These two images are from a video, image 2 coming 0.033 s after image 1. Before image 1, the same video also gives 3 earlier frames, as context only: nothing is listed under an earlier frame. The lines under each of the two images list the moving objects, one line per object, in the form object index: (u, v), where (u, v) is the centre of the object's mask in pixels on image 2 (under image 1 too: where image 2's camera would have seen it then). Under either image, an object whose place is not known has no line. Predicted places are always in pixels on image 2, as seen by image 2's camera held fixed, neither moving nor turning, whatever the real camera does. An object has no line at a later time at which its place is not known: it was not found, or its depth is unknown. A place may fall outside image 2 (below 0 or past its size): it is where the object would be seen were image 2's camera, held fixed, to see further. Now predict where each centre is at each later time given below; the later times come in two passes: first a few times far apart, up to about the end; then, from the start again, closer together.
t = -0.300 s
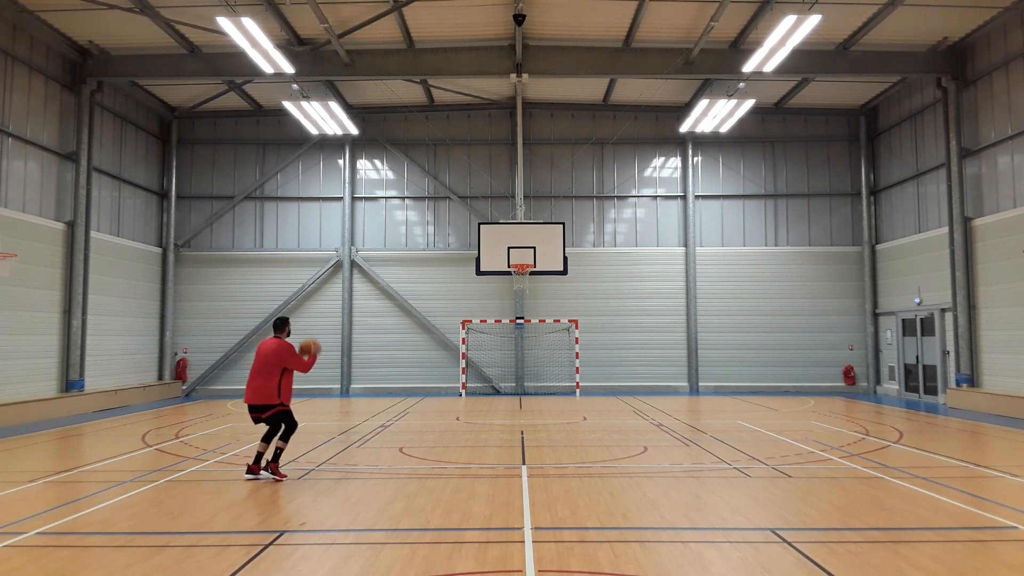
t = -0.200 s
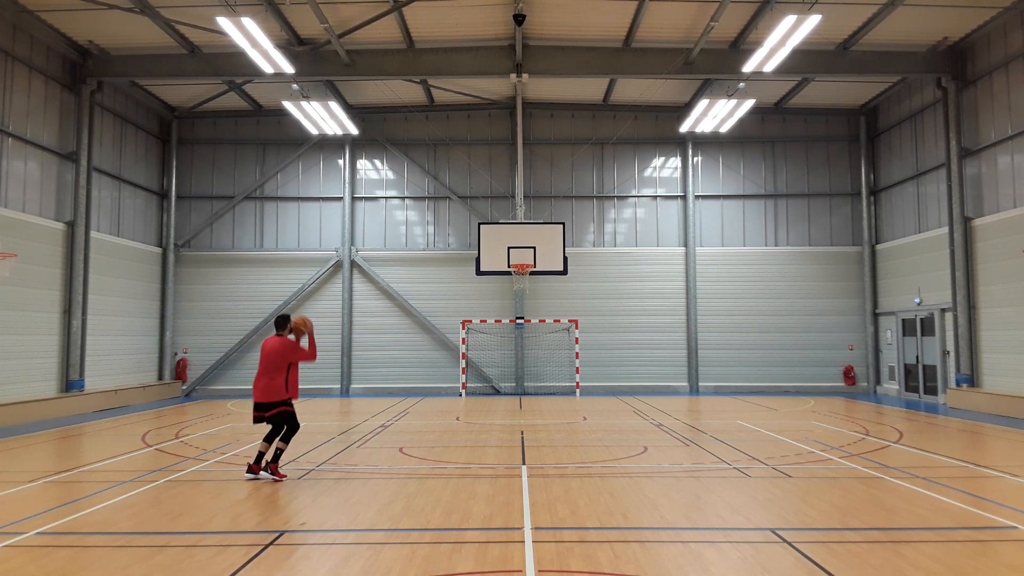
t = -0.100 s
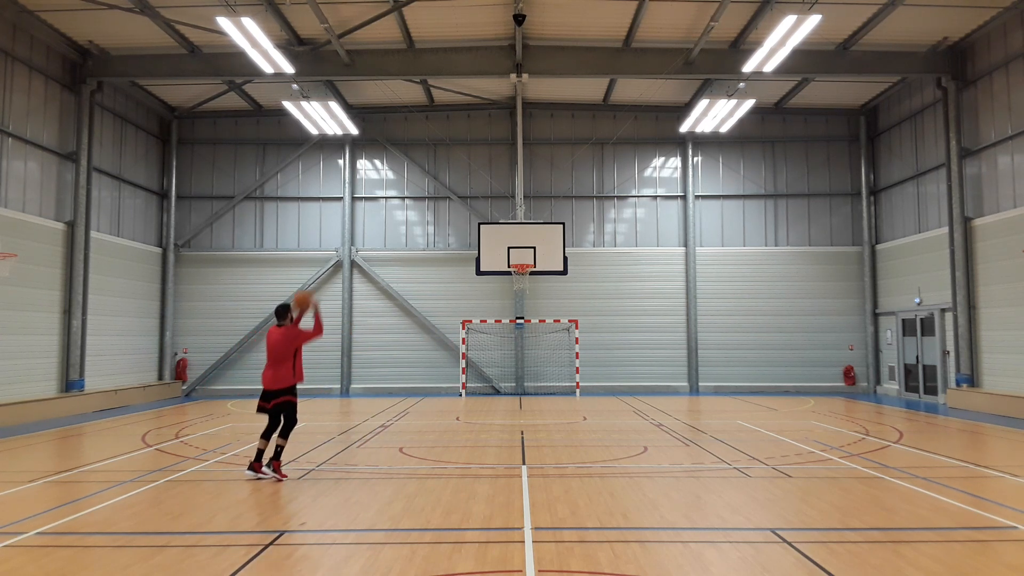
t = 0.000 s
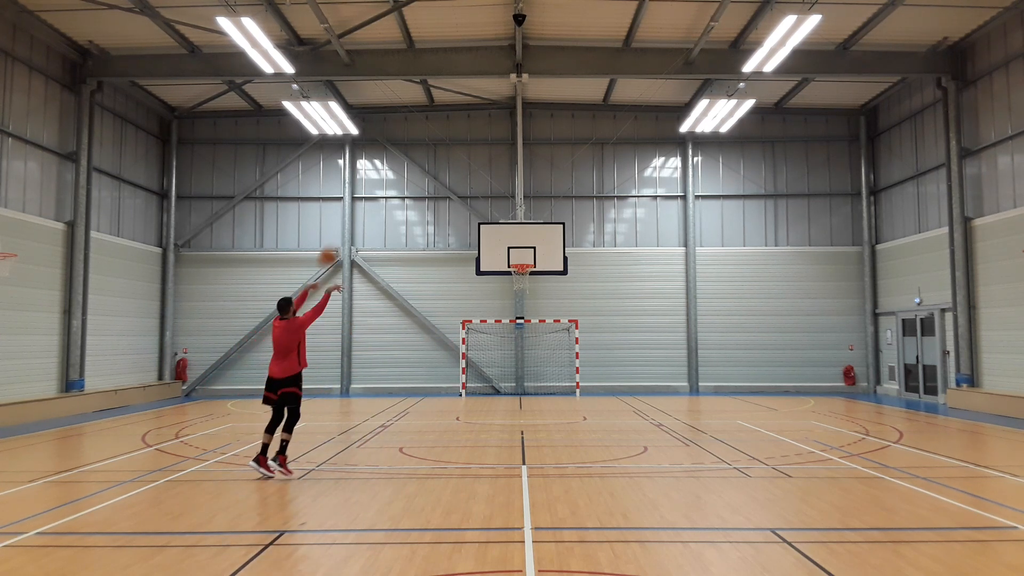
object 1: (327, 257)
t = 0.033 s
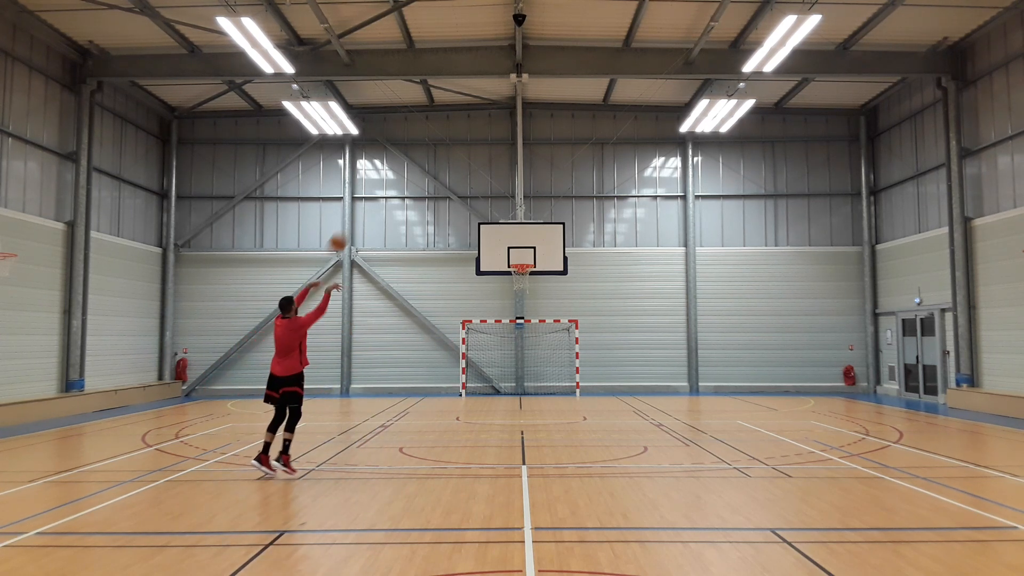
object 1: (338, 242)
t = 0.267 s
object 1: (393, 182)
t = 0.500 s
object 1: (436, 167)
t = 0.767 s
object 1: (477, 186)
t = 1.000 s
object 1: (506, 229)
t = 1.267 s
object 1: (527, 289)
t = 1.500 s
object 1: (530, 347)
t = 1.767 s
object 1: (530, 389)
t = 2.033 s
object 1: (521, 332)
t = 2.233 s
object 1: (513, 311)
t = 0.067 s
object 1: (347, 231)
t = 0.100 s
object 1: (355, 221)
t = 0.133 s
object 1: (363, 211)
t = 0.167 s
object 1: (371, 202)
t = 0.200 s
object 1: (378, 195)
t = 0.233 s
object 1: (386, 188)
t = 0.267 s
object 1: (393, 182)
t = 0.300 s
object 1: (400, 179)
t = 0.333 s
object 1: (407, 175)
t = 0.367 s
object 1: (413, 172)
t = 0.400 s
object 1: (419, 170)
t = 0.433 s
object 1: (425, 168)
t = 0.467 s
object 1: (431, 167)
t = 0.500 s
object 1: (436, 167)
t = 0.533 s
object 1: (442, 168)
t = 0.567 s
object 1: (448, 168)
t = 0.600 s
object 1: (453, 170)
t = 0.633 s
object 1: (458, 172)
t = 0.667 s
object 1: (463, 175)
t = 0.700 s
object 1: (468, 179)
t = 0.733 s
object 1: (472, 182)
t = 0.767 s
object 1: (477, 186)
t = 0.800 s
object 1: (482, 191)
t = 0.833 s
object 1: (486, 197)
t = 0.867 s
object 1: (490, 202)
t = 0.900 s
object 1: (495, 209)
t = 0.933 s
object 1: (498, 215)
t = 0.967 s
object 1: (502, 222)
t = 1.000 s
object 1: (506, 229)
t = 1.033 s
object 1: (510, 236)
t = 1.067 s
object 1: (514, 244)
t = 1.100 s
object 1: (518, 253)
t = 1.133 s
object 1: (521, 260)
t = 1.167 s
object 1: (526, 272)
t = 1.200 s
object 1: (526, 277)
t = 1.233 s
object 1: (526, 284)
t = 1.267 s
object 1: (527, 289)
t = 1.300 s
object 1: (527, 296)
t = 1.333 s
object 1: (528, 303)
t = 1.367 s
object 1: (528, 310)
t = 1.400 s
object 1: (529, 319)
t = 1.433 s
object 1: (530, 328)
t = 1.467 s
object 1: (530, 337)
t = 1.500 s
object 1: (530, 347)
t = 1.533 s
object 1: (530, 357)
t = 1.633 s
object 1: (532, 390)
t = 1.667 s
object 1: (533, 403)
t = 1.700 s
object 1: (533, 409)
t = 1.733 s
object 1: (532, 399)
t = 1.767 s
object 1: (530, 389)
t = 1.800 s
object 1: (529, 380)
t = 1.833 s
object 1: (528, 372)
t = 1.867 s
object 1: (527, 364)
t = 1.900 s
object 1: (526, 357)
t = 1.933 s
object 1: (524, 350)
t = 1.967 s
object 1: (523, 343)
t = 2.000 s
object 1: (522, 338)
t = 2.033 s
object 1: (521, 332)
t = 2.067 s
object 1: (519, 328)
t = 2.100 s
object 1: (518, 323)
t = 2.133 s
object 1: (517, 319)
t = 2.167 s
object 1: (516, 315)
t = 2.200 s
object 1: (515, 313)
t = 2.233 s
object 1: (513, 311)
